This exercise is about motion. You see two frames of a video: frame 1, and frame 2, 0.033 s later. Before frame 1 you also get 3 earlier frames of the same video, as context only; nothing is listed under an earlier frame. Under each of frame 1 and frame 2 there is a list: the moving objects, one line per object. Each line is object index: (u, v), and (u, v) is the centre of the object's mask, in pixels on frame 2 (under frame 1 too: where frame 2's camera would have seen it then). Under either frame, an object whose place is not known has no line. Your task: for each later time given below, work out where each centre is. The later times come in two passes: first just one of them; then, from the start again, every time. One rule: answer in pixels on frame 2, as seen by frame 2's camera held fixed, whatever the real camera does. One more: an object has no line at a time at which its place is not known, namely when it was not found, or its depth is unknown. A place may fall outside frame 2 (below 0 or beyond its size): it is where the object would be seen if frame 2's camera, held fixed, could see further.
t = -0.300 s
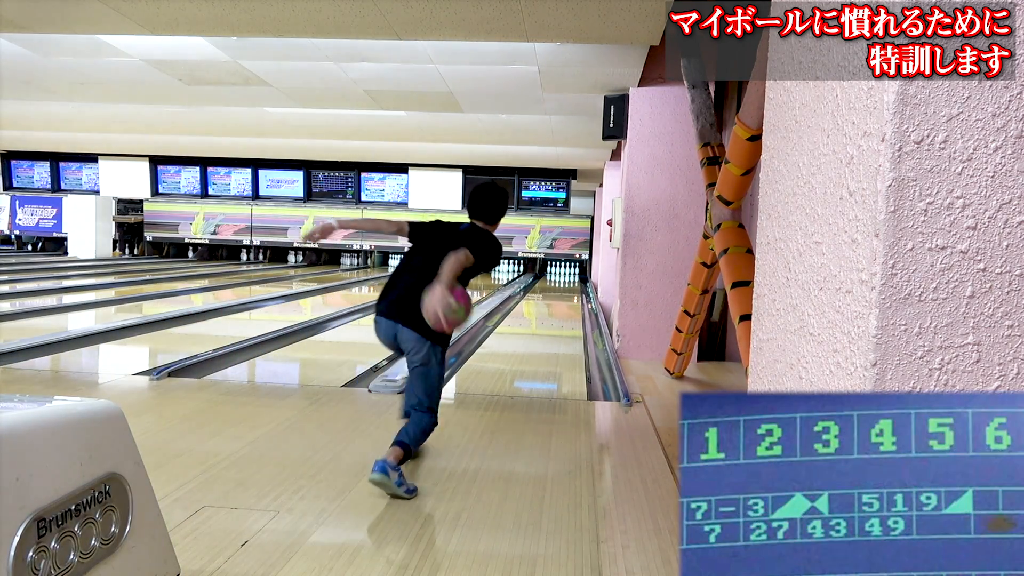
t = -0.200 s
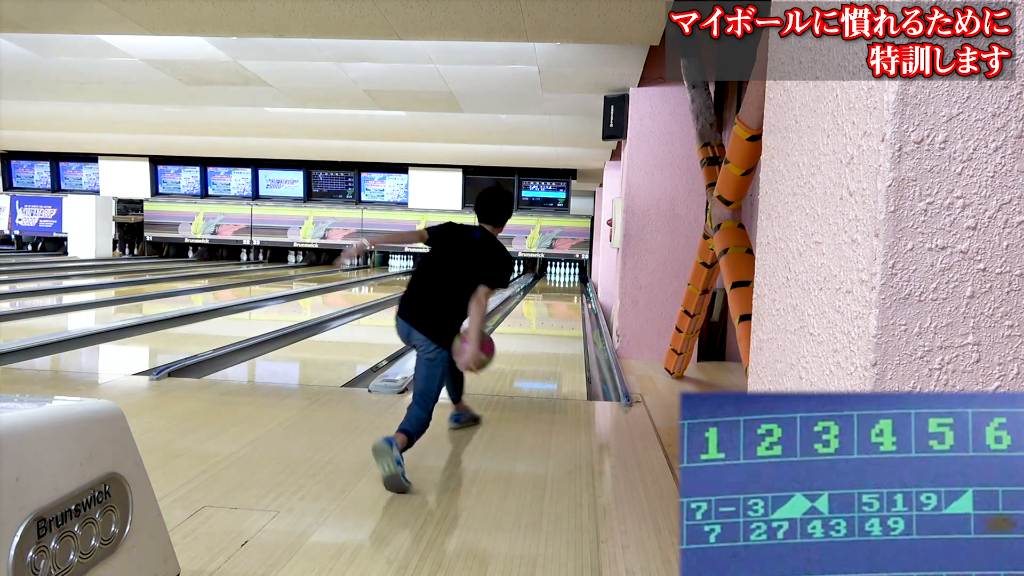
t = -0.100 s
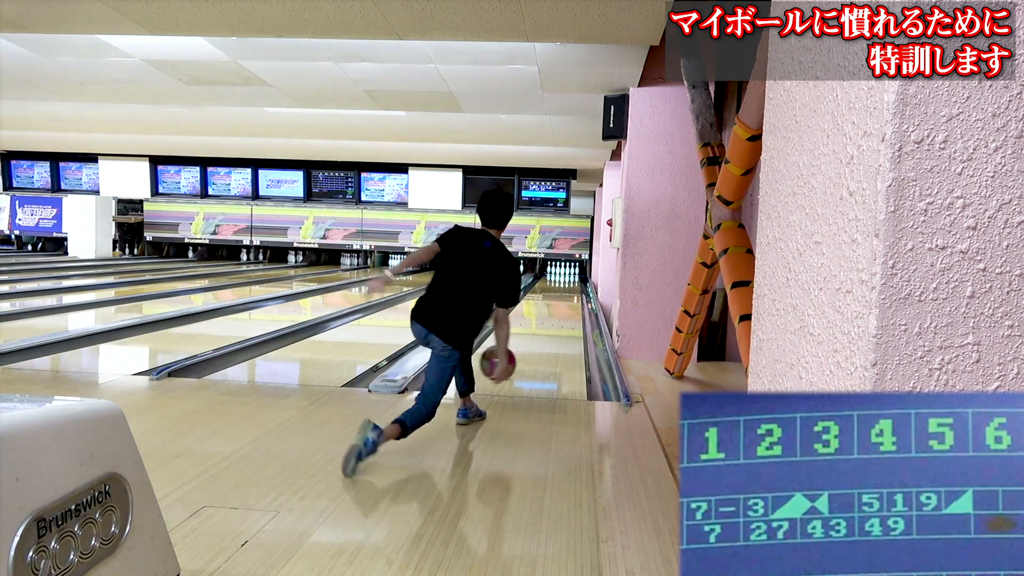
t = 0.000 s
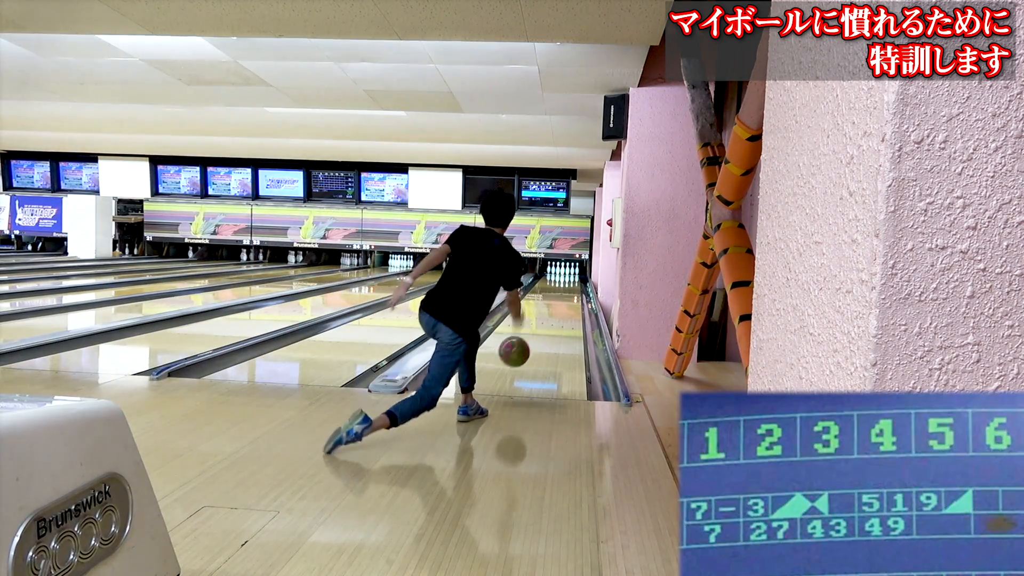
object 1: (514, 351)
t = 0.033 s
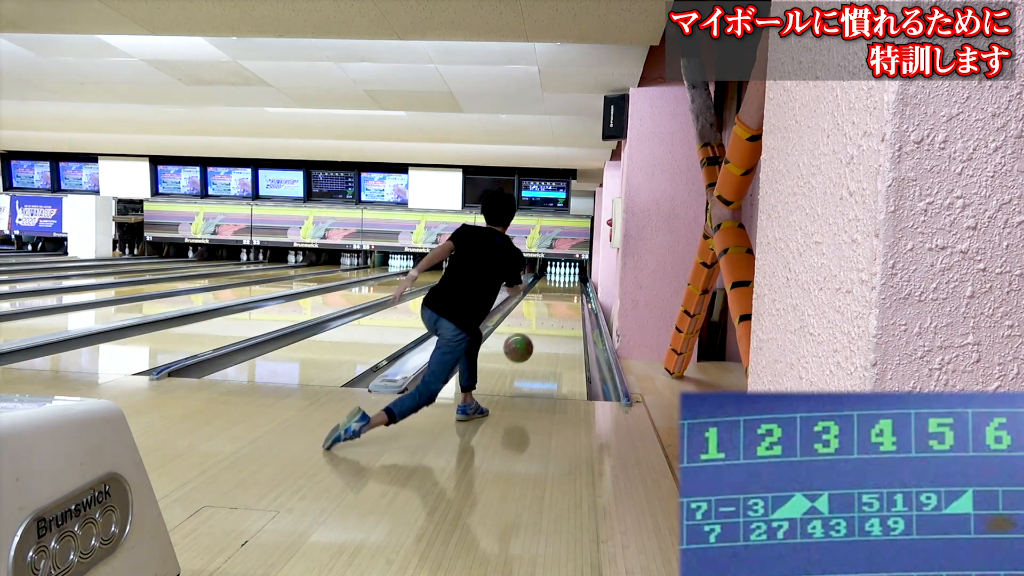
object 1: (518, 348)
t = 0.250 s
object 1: (537, 346)
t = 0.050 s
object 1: (520, 347)
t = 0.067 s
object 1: (522, 346)
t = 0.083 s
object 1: (524, 346)
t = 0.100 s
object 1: (525, 346)
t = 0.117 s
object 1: (527, 346)
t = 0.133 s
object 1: (528, 347)
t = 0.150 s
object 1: (530, 348)
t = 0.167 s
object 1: (531, 349)
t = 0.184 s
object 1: (532, 351)
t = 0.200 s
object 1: (533, 353)
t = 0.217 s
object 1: (535, 352)
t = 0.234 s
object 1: (536, 349)
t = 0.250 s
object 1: (537, 346)
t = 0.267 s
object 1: (538, 345)
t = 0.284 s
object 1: (539, 343)
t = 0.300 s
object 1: (540, 342)
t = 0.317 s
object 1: (541, 341)
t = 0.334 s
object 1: (542, 340)
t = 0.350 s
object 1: (543, 338)
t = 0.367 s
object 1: (544, 336)
